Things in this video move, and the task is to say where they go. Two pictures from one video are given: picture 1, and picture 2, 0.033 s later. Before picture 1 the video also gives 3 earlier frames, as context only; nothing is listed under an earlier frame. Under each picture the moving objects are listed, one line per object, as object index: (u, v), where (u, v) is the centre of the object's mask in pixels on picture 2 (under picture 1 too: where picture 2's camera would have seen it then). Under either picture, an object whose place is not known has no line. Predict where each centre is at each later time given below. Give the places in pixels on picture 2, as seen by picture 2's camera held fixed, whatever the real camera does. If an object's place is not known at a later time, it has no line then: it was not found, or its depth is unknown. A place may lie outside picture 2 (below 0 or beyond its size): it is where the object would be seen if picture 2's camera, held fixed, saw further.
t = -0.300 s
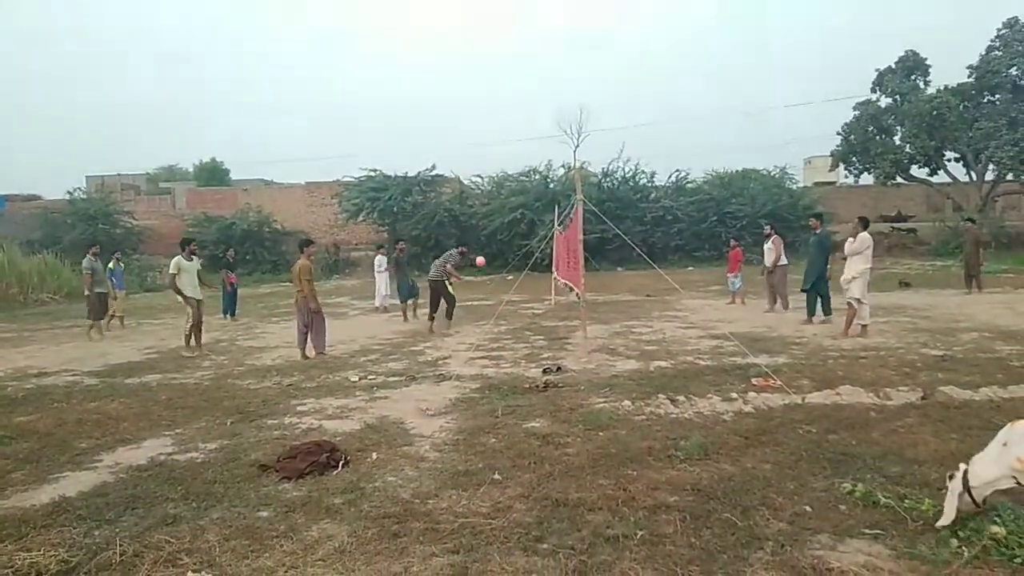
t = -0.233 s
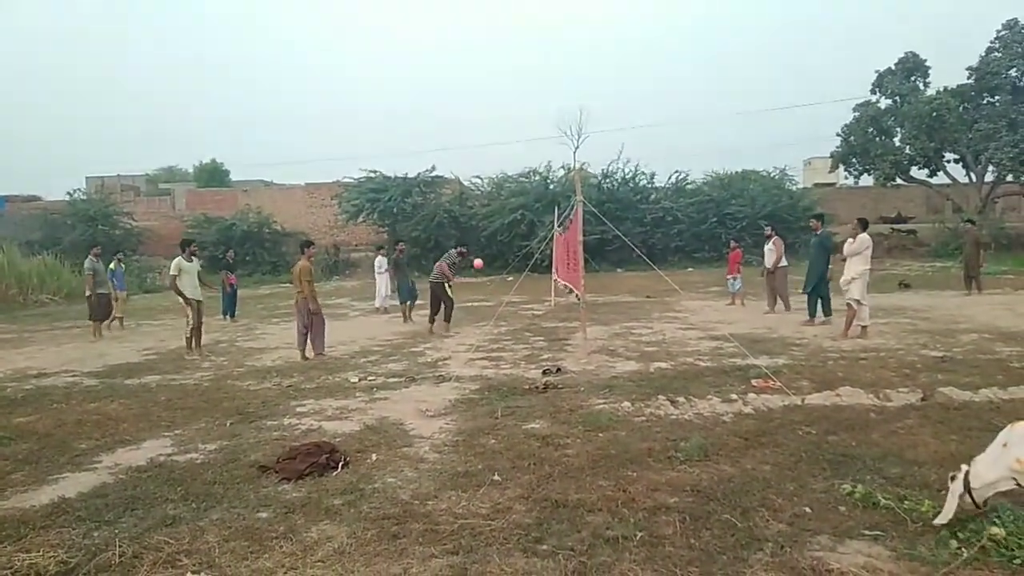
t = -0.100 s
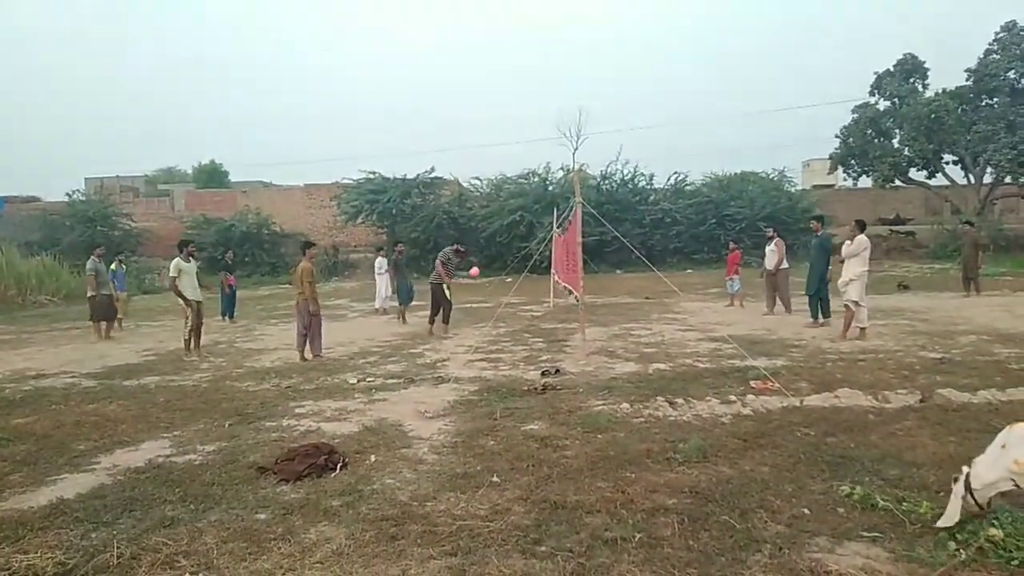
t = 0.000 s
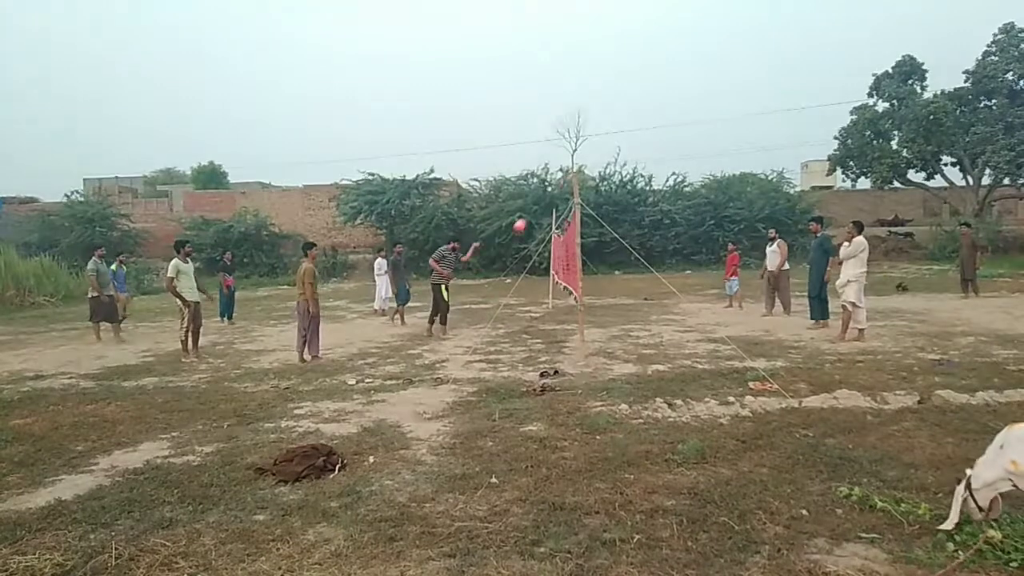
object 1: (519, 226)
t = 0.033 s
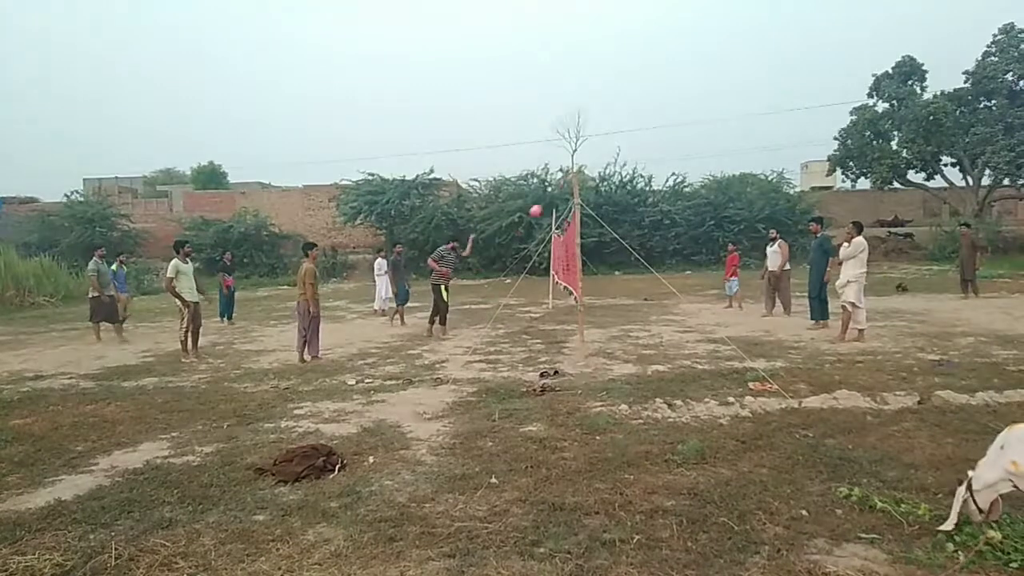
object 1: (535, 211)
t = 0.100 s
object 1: (567, 183)
